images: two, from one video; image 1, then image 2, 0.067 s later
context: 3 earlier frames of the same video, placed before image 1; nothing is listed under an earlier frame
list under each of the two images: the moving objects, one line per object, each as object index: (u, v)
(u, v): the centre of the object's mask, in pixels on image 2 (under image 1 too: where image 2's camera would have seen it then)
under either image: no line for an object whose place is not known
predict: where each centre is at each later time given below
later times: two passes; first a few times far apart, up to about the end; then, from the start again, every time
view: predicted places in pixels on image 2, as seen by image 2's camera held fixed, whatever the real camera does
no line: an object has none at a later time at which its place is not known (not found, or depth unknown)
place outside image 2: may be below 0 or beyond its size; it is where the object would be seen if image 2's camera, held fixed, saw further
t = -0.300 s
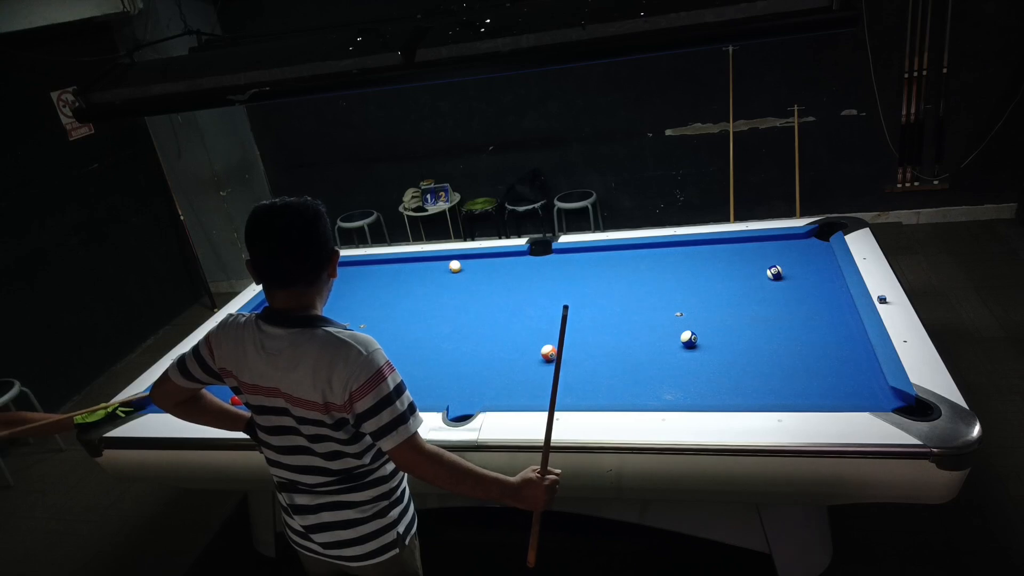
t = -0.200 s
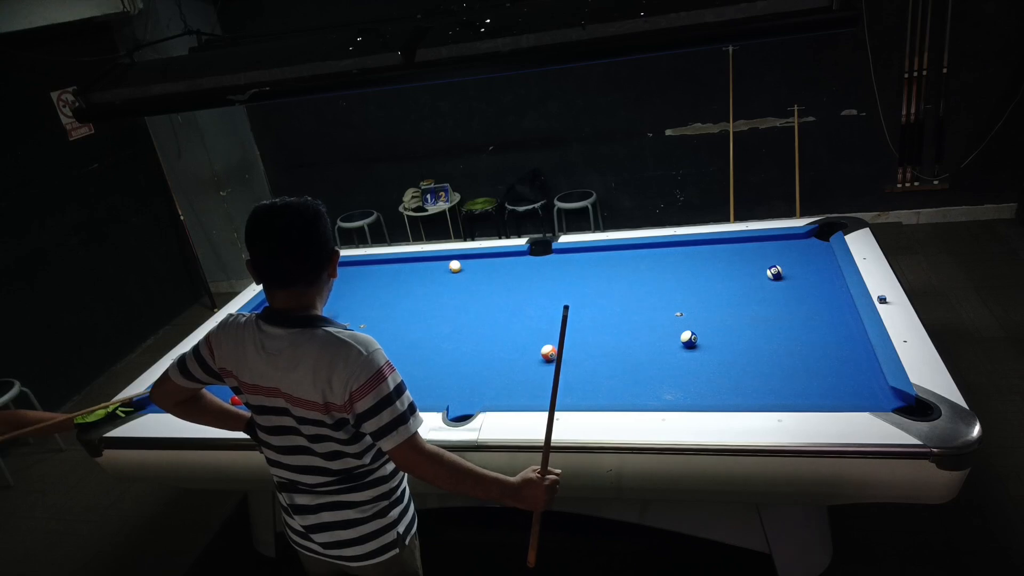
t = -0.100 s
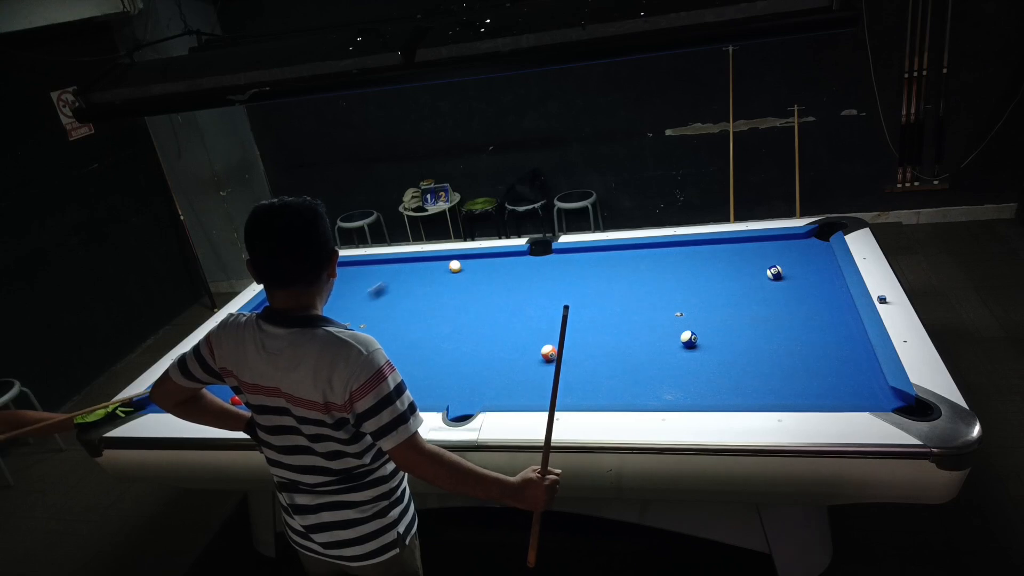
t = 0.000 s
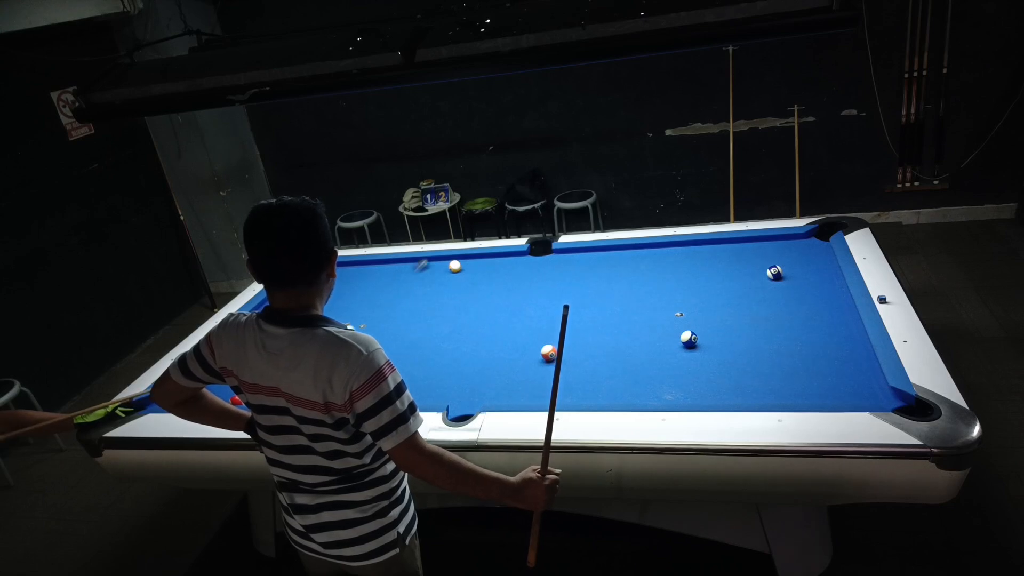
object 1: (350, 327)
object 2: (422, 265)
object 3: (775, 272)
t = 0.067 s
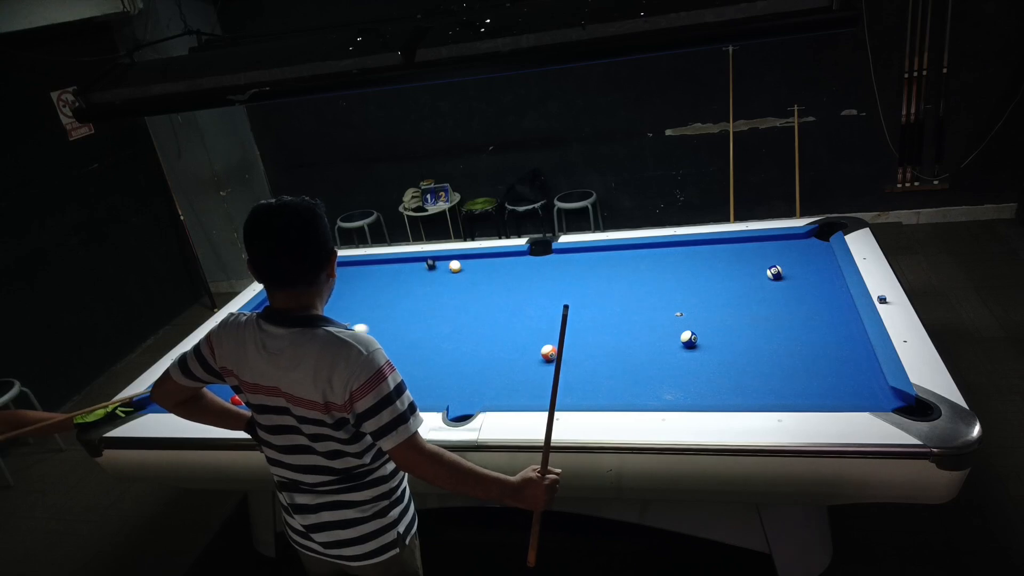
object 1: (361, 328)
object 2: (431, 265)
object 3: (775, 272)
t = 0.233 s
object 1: (394, 326)
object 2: (430, 284)
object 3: (775, 272)
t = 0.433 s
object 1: (434, 322)
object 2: (430, 310)
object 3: (775, 272)
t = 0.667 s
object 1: (480, 316)
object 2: (431, 348)
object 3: (775, 272)
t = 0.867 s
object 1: (519, 312)
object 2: (431, 385)
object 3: (775, 272)
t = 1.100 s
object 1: (564, 306)
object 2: (442, 384)
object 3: (775, 272)
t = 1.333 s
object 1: (608, 302)
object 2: (456, 362)
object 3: (775, 272)
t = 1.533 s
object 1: (644, 297)
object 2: (467, 345)
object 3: (775, 273)
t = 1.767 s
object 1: (687, 293)
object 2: (477, 328)
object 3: (775, 273)
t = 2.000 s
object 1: (728, 288)
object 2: (487, 312)
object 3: (775, 273)
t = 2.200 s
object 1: (763, 284)
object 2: (494, 300)
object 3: (775, 272)
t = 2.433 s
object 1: (803, 279)
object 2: (501, 288)
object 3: (775, 273)
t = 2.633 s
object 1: (834, 275)
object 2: (507, 277)
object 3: (775, 272)
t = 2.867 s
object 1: (805, 275)
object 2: (514, 267)
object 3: (775, 272)
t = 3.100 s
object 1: (784, 276)
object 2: (519, 257)
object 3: (769, 271)
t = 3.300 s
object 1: (775, 279)
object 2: (519, 257)
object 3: (760, 269)
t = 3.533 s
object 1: (766, 282)
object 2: (517, 262)
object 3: (750, 267)
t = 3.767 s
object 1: (757, 285)
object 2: (515, 267)
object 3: (740, 265)
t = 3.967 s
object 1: (750, 287)
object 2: (513, 271)
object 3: (734, 264)
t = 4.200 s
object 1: (744, 289)
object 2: (510, 276)
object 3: (727, 263)
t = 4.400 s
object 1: (739, 290)
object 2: (509, 279)
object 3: (722, 262)
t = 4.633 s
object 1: (734, 291)
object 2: (507, 283)
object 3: (716, 261)
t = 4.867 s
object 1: (730, 293)
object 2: (505, 286)
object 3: (712, 260)
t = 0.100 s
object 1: (368, 328)
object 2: (431, 269)
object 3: (775, 272)
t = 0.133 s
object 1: (374, 328)
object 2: (430, 272)
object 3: (775, 272)
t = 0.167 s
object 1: (380, 328)
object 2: (431, 276)
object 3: (775, 272)
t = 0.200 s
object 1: (387, 327)
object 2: (431, 280)
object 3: (775, 272)
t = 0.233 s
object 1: (394, 326)
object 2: (430, 284)
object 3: (775, 272)
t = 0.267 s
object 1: (401, 325)
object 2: (431, 289)
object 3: (775, 272)
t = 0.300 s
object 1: (408, 325)
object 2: (431, 293)
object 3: (775, 272)
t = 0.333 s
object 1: (414, 324)
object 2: (431, 297)
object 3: (775, 272)
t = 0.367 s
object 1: (421, 323)
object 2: (431, 302)
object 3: (775, 272)
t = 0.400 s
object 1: (428, 322)
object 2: (431, 306)
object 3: (775, 272)
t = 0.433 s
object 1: (434, 322)
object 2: (430, 310)
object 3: (775, 272)
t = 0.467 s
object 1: (441, 320)
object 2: (430, 315)
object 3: (775, 272)
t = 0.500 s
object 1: (447, 320)
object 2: (431, 321)
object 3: (775, 272)
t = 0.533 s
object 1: (454, 319)
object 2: (431, 326)
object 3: (775, 272)
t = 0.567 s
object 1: (461, 318)
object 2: (431, 331)
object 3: (775, 272)
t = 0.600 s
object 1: (467, 318)
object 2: (431, 337)
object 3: (775, 272)
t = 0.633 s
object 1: (474, 317)
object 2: (431, 343)
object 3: (775, 272)
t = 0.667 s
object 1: (480, 316)
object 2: (431, 348)
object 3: (775, 272)
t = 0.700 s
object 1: (487, 315)
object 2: (431, 354)
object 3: (775, 272)
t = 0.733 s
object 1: (493, 315)
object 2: (431, 360)
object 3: (775, 272)
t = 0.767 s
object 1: (500, 314)
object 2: (431, 366)
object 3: (775, 272)
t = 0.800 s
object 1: (506, 313)
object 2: (431, 373)
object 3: (775, 272)
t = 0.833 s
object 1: (513, 313)
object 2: (431, 379)
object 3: (775, 272)
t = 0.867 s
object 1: (519, 312)
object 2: (431, 385)
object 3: (775, 272)
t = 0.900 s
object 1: (525, 311)
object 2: (431, 393)
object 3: (775, 272)
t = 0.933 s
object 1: (532, 310)
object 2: (431, 397)
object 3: (775, 272)
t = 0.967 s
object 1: (538, 310)
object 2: (432, 397)
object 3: (775, 272)
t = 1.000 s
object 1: (545, 309)
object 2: (435, 395)
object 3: (775, 272)
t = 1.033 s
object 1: (551, 308)
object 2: (438, 391)
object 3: (775, 272)
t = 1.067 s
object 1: (557, 307)
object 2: (440, 388)
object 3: (775, 272)
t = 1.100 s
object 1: (564, 306)
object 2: (442, 384)
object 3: (775, 272)
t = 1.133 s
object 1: (570, 306)
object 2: (444, 381)
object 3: (775, 272)
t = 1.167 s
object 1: (576, 305)
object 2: (446, 378)
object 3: (775, 272)
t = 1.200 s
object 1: (583, 305)
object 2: (448, 374)
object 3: (775, 272)
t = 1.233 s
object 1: (589, 304)
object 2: (450, 371)
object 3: (775, 272)
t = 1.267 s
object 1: (595, 303)
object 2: (452, 368)
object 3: (775, 272)
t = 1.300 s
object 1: (601, 303)
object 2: (454, 365)
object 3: (775, 272)
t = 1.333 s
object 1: (608, 302)
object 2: (456, 362)
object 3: (775, 272)
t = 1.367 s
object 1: (614, 301)
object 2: (458, 359)
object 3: (775, 272)
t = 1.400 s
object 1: (620, 300)
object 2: (460, 356)
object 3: (775, 272)
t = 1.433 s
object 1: (626, 300)
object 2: (462, 353)
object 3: (775, 272)
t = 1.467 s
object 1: (632, 299)
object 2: (463, 351)
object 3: (775, 272)
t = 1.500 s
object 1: (638, 298)
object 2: (465, 348)
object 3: (775, 272)
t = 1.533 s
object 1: (644, 297)
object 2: (467, 345)
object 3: (775, 273)
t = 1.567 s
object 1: (651, 296)
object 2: (468, 342)
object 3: (775, 273)
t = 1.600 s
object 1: (656, 296)
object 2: (470, 340)
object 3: (775, 273)
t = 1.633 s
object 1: (663, 295)
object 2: (471, 337)
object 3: (775, 273)
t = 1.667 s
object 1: (669, 294)
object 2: (473, 335)
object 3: (775, 273)
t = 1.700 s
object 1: (674, 294)
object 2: (474, 332)
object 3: (775, 273)
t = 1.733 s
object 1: (681, 293)
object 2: (476, 330)
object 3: (775, 273)
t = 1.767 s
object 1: (687, 293)
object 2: (477, 328)
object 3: (775, 273)
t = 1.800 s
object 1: (693, 292)
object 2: (479, 325)
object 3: (775, 273)
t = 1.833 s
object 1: (699, 291)
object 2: (480, 323)
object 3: (775, 273)
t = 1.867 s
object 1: (705, 291)
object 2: (481, 320)
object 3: (775, 273)
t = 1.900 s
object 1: (710, 290)
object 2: (483, 319)
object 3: (775, 273)
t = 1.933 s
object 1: (716, 289)
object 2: (484, 317)
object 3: (775, 273)
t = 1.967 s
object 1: (722, 288)
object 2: (485, 314)
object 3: (775, 273)
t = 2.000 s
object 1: (728, 288)
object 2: (487, 312)
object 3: (775, 273)
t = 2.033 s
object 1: (734, 287)
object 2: (488, 310)
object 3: (775, 273)
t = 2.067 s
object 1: (740, 286)
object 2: (489, 308)
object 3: (775, 273)
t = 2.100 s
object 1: (746, 286)
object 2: (490, 306)
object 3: (775, 273)
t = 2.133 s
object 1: (751, 285)
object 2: (492, 304)
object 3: (775, 273)
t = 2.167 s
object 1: (757, 284)
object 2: (493, 302)
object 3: (775, 273)
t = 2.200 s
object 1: (763, 284)
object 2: (494, 300)
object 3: (775, 272)
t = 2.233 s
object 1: (768, 283)
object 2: (495, 298)
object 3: (775, 271)
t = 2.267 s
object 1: (775, 282)
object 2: (496, 296)
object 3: (774, 270)
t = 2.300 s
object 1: (781, 281)
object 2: (497, 295)
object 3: (774, 271)
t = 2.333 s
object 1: (786, 281)
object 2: (498, 293)
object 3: (774, 272)
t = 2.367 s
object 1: (792, 280)
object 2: (499, 291)
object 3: (775, 273)
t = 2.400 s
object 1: (797, 280)
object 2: (500, 289)
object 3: (775, 273)
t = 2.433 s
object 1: (803, 279)
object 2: (501, 288)
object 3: (775, 273)
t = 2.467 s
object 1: (808, 278)
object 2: (502, 286)
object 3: (775, 273)
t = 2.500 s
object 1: (814, 278)
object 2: (503, 284)
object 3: (775, 273)
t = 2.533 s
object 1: (820, 277)
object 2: (504, 282)
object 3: (775, 273)
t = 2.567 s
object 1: (825, 276)
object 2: (505, 280)
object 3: (775, 273)
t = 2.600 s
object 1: (831, 276)
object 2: (506, 279)
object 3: (775, 273)
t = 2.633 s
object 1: (834, 275)
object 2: (507, 277)
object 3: (775, 272)
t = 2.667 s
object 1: (830, 275)
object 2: (508, 276)
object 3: (775, 273)
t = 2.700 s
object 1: (826, 275)
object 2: (509, 274)
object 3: (775, 272)
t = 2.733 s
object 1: (822, 275)
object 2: (510, 273)
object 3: (775, 272)
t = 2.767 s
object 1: (818, 275)
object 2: (511, 271)
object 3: (775, 272)
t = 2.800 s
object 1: (814, 275)
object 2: (512, 270)
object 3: (775, 272)
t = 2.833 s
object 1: (809, 275)
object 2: (513, 269)
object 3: (775, 272)
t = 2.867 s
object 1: (805, 275)
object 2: (514, 267)
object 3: (775, 272)
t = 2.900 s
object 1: (802, 275)
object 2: (514, 265)
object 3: (775, 273)
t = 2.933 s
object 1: (798, 275)
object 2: (515, 264)
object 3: (775, 273)
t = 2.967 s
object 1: (794, 275)
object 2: (516, 263)
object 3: (775, 273)
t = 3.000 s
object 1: (790, 275)
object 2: (517, 262)
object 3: (774, 272)
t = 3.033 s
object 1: (787, 275)
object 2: (518, 261)
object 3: (773, 272)
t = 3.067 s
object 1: (786, 276)
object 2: (518, 259)
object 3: (771, 272)
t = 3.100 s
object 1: (784, 276)
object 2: (519, 257)
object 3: (769, 271)
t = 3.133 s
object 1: (783, 277)
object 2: (520, 256)
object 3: (768, 271)
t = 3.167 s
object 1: (781, 277)
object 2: (521, 255)
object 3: (766, 270)
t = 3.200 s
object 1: (780, 278)
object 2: (521, 255)
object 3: (764, 270)
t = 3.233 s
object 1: (778, 278)
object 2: (521, 256)
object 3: (763, 270)
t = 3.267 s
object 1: (776, 279)
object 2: (520, 256)
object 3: (761, 270)
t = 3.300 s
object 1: (775, 279)
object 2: (519, 257)
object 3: (760, 269)
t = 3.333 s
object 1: (774, 280)
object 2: (519, 258)
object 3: (758, 269)
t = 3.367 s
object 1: (773, 280)
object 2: (519, 259)
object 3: (757, 269)
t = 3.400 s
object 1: (771, 280)
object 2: (519, 260)
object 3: (756, 269)
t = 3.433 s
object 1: (770, 281)
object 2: (518, 261)
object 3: (754, 268)
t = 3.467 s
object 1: (768, 282)
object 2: (518, 261)
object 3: (753, 268)
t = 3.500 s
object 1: (767, 282)
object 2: (518, 262)
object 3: (751, 267)
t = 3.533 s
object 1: (766, 282)
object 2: (517, 262)
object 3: (750, 267)
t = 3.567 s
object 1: (764, 283)
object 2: (517, 263)
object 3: (749, 267)
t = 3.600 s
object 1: (763, 283)
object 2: (516, 264)
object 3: (747, 267)
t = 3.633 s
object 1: (762, 283)
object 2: (516, 264)
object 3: (746, 266)
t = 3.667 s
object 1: (761, 284)
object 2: (516, 265)
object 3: (744, 266)
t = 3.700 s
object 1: (760, 284)
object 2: (515, 266)
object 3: (743, 266)
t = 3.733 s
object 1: (758, 285)
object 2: (515, 267)
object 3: (742, 265)
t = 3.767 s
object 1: (757, 285)
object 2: (515, 267)
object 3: (740, 265)
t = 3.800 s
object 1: (756, 285)
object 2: (514, 268)
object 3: (739, 265)
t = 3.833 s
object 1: (755, 286)
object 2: (514, 269)
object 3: (738, 265)
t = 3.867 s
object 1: (754, 286)
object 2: (514, 270)
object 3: (737, 265)
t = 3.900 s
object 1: (753, 286)
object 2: (513, 270)
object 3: (736, 264)
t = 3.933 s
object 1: (752, 287)
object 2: (513, 271)
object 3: (735, 264)
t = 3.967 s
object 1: (750, 287)
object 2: (513, 271)
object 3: (734, 264)
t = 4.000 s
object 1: (749, 287)
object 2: (512, 272)
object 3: (733, 264)
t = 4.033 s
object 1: (749, 287)
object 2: (512, 273)
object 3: (732, 264)
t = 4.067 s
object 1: (747, 288)
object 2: (512, 273)
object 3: (731, 263)
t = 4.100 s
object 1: (746, 288)
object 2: (511, 274)
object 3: (730, 264)
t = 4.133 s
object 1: (746, 288)
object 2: (511, 275)
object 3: (729, 263)
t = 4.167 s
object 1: (745, 289)
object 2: (511, 275)
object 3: (728, 263)
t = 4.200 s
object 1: (744, 289)
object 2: (510, 276)
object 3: (727, 263)
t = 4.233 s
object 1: (743, 289)
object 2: (510, 276)
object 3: (726, 263)
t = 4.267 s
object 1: (742, 289)
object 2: (510, 277)
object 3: (725, 262)
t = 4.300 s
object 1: (741, 290)
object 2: (510, 278)
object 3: (724, 262)
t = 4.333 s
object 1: (741, 290)
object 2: (509, 278)
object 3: (723, 262)
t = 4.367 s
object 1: (740, 290)
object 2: (509, 279)
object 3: (722, 262)
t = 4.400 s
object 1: (739, 290)
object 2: (509, 279)
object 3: (722, 262)
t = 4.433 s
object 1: (738, 290)
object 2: (508, 280)
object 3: (721, 262)
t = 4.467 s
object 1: (738, 291)
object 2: (508, 280)
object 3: (720, 262)
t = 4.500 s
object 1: (737, 291)
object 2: (508, 281)
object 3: (719, 261)
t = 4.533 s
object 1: (736, 291)
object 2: (508, 281)
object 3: (718, 261)
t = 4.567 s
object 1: (736, 291)
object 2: (507, 282)
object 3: (718, 261)
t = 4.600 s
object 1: (735, 291)
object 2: (507, 282)
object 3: (717, 261)
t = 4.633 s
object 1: (734, 291)
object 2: (507, 283)
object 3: (716, 261)
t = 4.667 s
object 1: (734, 292)
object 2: (506, 283)
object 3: (716, 261)
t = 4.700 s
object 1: (733, 292)
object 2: (506, 284)
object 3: (715, 260)
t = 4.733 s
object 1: (732, 292)
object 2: (506, 284)
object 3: (714, 260)
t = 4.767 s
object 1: (732, 292)
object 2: (506, 285)
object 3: (713, 260)
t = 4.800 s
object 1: (731, 293)
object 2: (506, 285)
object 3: (713, 260)
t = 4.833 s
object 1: (731, 293)
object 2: (505, 286)
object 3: (712, 260)
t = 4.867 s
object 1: (730, 293)
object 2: (505, 286)
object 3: (712, 260)
